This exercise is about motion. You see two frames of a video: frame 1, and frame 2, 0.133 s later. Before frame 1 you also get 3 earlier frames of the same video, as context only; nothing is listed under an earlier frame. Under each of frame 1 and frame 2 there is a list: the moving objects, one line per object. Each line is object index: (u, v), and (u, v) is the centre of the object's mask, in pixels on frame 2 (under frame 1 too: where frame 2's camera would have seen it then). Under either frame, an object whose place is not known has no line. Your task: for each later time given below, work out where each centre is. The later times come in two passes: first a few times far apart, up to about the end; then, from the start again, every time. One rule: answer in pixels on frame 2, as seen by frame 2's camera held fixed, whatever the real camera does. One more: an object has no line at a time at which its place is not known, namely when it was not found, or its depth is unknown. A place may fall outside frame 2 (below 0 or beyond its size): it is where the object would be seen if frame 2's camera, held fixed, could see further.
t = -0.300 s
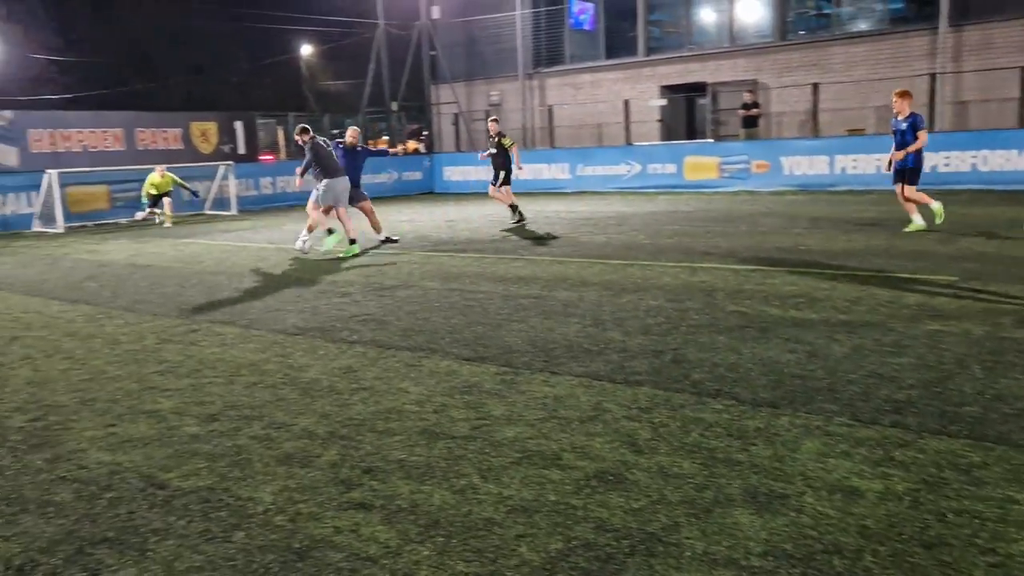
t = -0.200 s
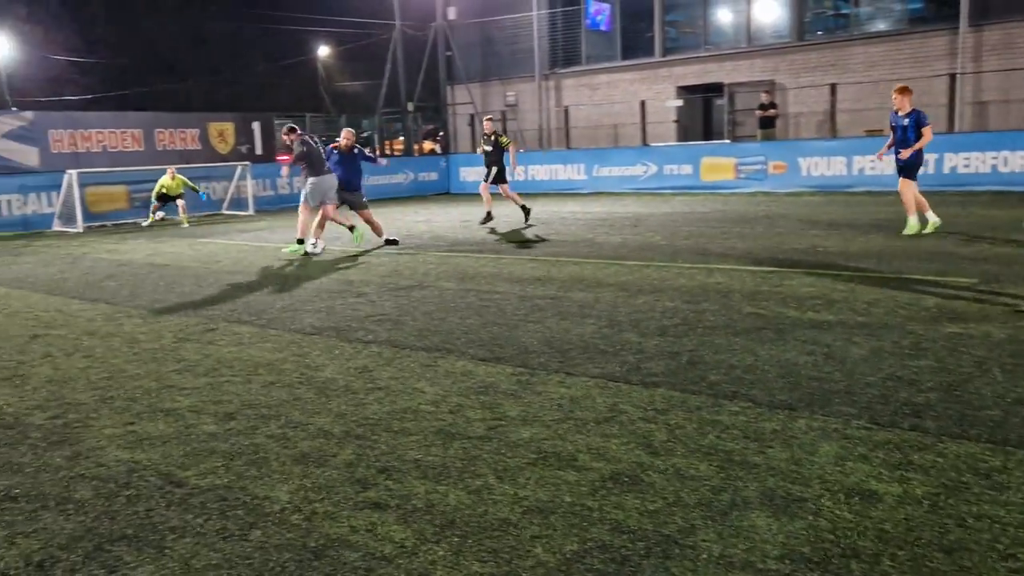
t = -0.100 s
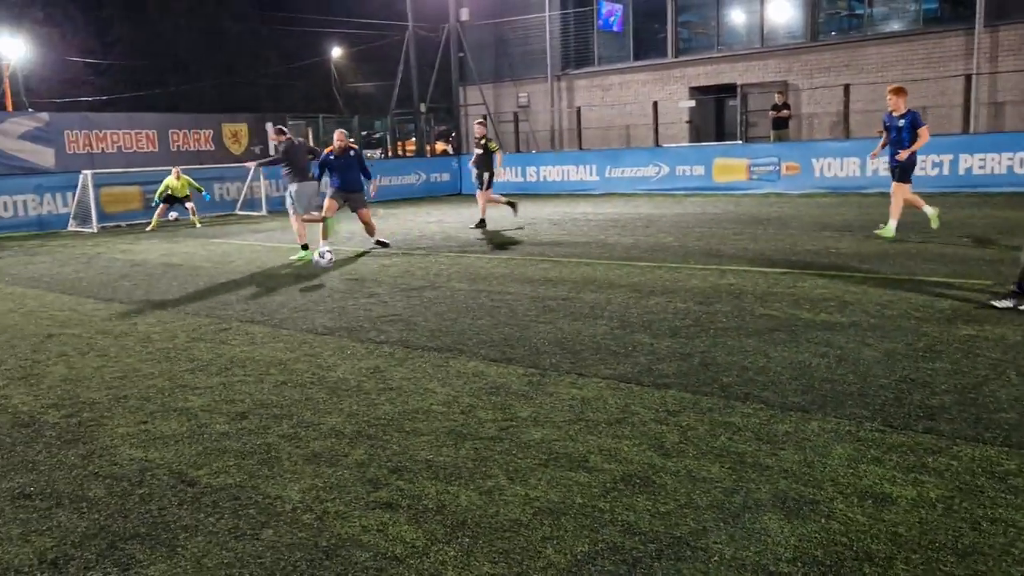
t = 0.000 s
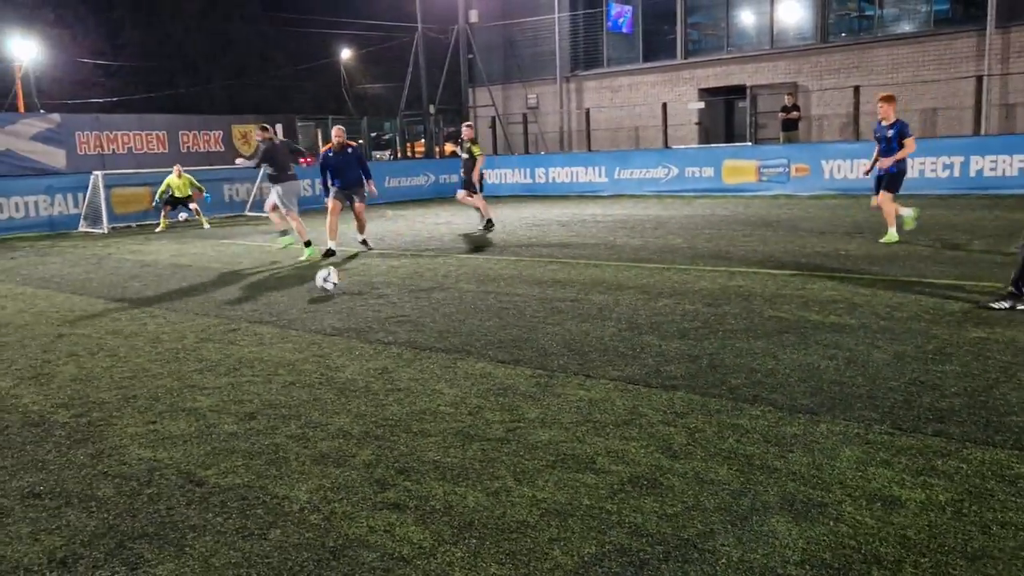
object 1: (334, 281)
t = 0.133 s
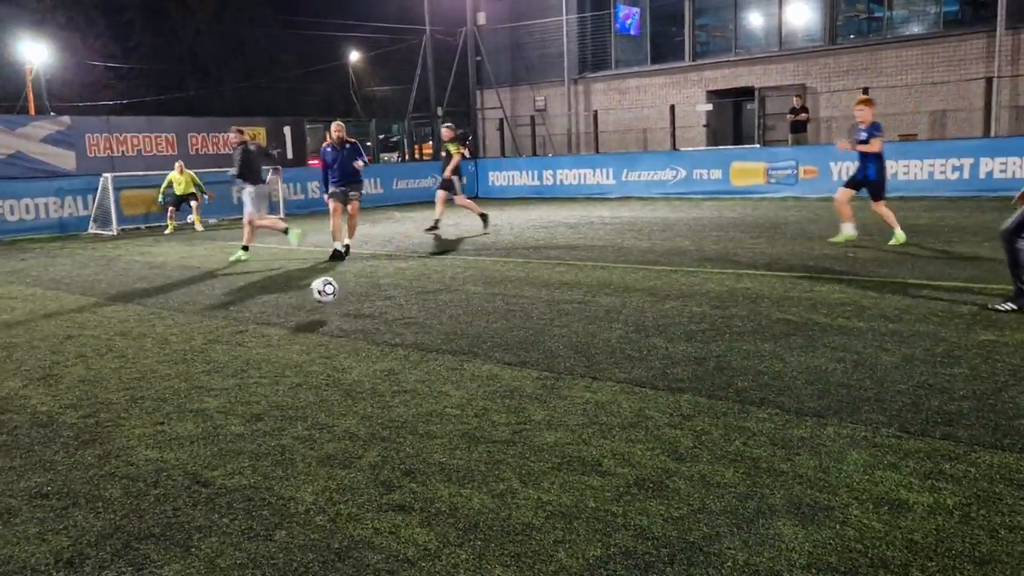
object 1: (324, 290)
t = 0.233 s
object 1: (313, 304)
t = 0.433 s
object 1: (284, 345)
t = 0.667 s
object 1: (218, 410)
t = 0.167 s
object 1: (321, 293)
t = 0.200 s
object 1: (317, 297)
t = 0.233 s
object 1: (313, 304)
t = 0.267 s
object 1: (310, 314)
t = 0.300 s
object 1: (306, 325)
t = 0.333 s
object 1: (302, 338)
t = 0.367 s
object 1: (296, 340)
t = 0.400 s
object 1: (290, 341)
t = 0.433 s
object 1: (284, 345)
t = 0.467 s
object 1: (276, 351)
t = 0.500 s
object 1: (269, 359)
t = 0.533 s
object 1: (261, 372)
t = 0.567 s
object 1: (253, 386)
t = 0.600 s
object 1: (245, 404)
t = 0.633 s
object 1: (233, 407)
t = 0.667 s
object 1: (218, 410)
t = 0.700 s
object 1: (204, 417)
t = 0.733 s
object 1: (190, 427)
